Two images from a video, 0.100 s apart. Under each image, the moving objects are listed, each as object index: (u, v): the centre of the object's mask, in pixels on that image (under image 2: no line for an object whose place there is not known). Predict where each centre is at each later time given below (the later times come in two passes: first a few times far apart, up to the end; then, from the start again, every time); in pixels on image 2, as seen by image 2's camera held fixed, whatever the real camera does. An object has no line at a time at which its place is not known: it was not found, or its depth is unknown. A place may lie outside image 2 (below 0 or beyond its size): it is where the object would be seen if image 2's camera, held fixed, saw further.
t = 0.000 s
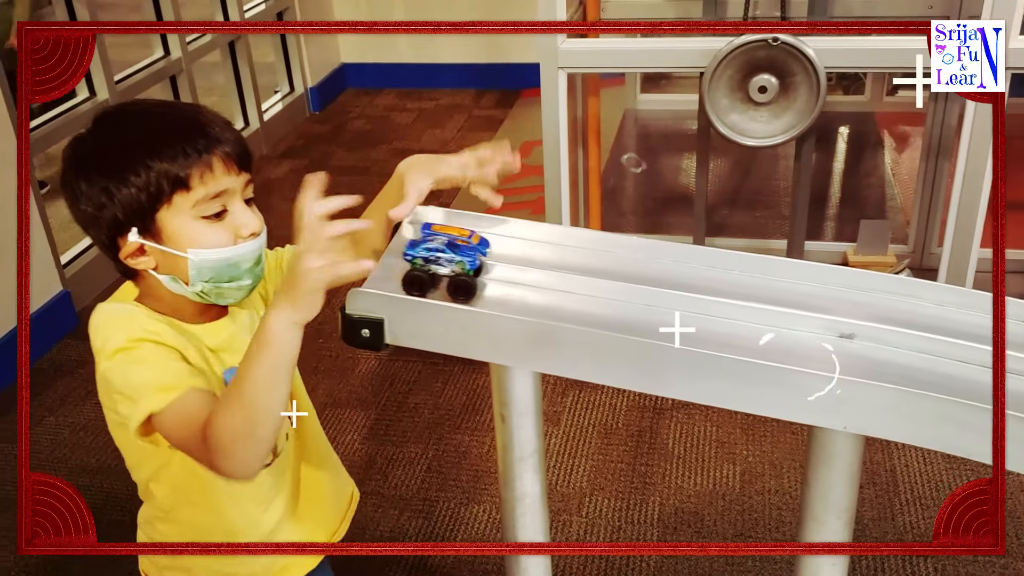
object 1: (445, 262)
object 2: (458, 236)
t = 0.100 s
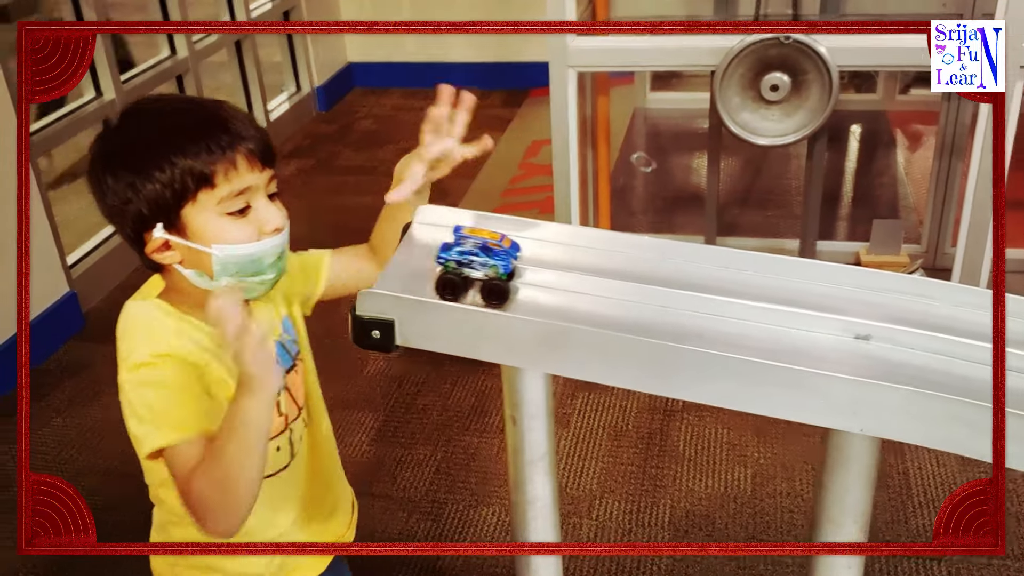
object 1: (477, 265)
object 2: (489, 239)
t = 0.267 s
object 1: (532, 273)
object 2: (547, 248)
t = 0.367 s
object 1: (573, 280)
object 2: (591, 256)
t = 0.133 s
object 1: (487, 267)
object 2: (498, 241)
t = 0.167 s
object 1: (498, 268)
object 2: (510, 242)
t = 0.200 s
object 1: (509, 270)
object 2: (522, 244)
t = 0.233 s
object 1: (520, 271)
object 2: (534, 246)
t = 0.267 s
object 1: (532, 273)
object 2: (547, 248)
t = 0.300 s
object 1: (546, 275)
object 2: (561, 251)
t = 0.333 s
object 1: (559, 277)
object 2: (576, 253)
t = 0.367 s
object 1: (573, 280)
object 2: (591, 256)
